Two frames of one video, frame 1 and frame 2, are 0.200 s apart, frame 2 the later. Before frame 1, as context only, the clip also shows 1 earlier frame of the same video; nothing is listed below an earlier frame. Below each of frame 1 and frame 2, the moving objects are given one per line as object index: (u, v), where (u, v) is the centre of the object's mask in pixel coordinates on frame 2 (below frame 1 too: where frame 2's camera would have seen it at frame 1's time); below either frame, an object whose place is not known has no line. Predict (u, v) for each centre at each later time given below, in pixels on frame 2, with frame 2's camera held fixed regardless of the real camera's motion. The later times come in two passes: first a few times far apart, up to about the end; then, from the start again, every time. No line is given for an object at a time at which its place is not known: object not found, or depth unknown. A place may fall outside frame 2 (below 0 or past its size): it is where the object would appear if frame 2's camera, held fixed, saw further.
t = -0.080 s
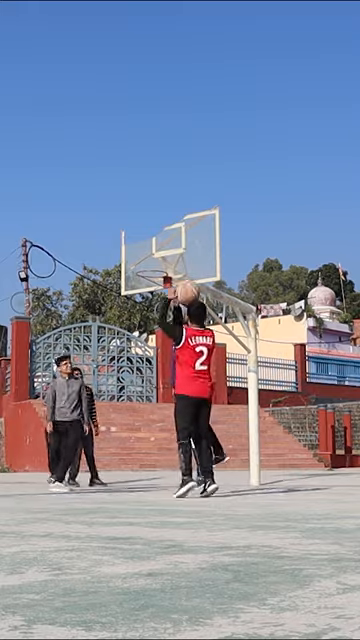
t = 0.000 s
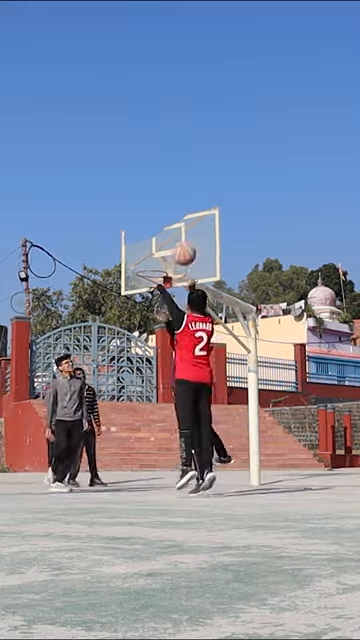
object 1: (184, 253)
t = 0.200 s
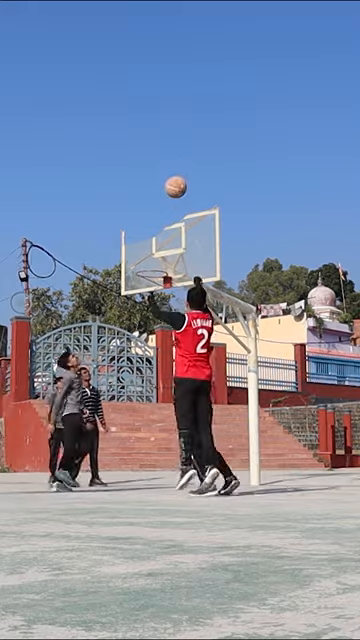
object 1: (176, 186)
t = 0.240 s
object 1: (174, 178)
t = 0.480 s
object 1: (168, 163)
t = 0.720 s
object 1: (162, 190)
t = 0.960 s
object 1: (159, 250)
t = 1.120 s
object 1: (152, 293)
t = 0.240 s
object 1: (174, 178)
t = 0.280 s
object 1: (173, 172)
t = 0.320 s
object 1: (172, 168)
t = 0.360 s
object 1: (171, 165)
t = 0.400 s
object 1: (169, 163)
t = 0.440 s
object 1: (168, 162)
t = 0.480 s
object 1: (168, 163)
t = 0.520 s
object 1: (167, 165)
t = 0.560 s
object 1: (166, 168)
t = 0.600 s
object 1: (164, 172)
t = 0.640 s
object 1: (164, 177)
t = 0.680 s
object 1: (163, 182)
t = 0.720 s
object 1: (162, 190)
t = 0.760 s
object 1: (161, 197)
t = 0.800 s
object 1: (161, 206)
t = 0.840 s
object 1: (160, 216)
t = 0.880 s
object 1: (159, 227)
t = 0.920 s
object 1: (159, 238)
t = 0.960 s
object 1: (159, 250)
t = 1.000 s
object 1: (158, 263)
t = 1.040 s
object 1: (156, 273)
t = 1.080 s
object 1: (154, 283)
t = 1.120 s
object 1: (152, 293)
